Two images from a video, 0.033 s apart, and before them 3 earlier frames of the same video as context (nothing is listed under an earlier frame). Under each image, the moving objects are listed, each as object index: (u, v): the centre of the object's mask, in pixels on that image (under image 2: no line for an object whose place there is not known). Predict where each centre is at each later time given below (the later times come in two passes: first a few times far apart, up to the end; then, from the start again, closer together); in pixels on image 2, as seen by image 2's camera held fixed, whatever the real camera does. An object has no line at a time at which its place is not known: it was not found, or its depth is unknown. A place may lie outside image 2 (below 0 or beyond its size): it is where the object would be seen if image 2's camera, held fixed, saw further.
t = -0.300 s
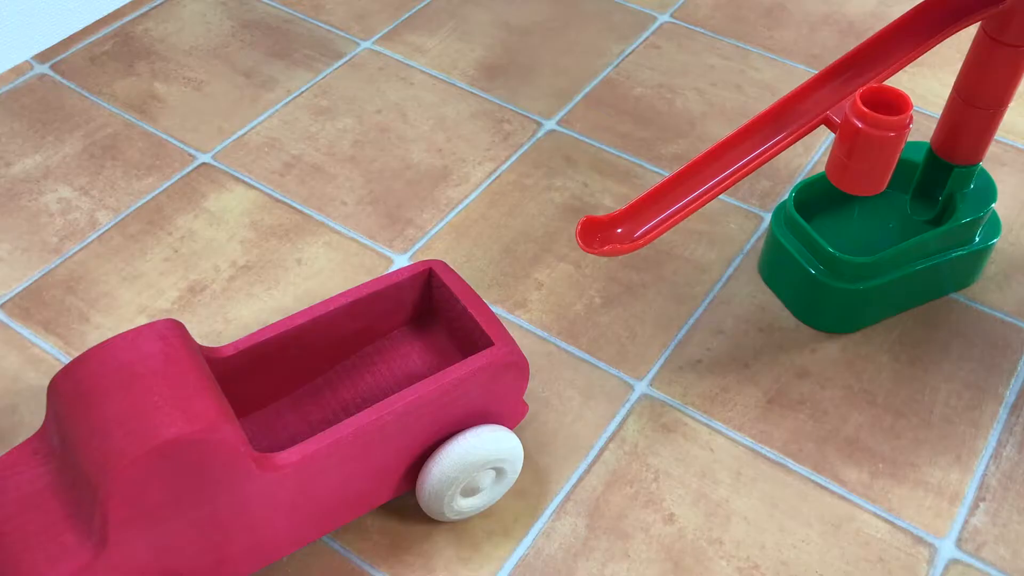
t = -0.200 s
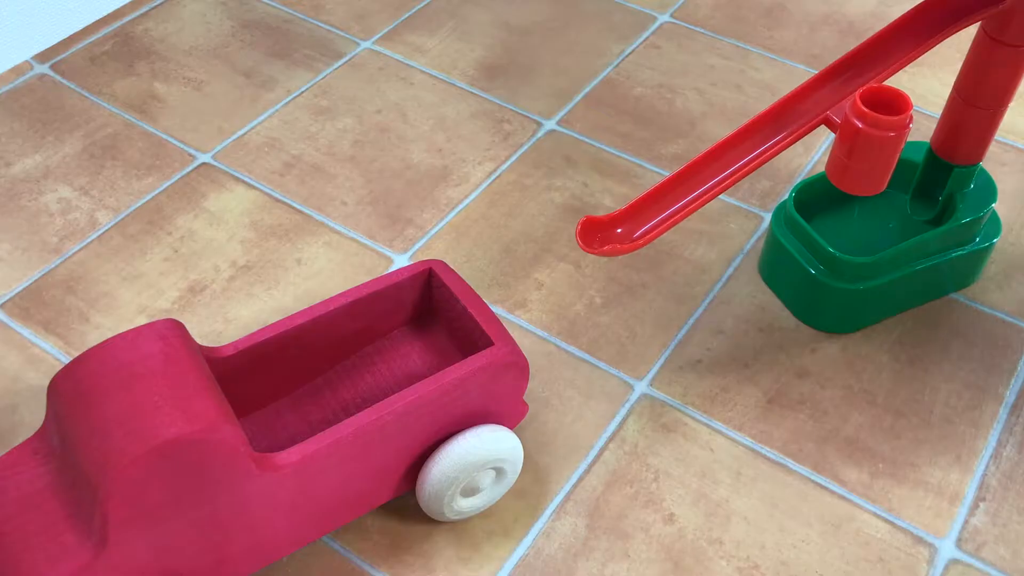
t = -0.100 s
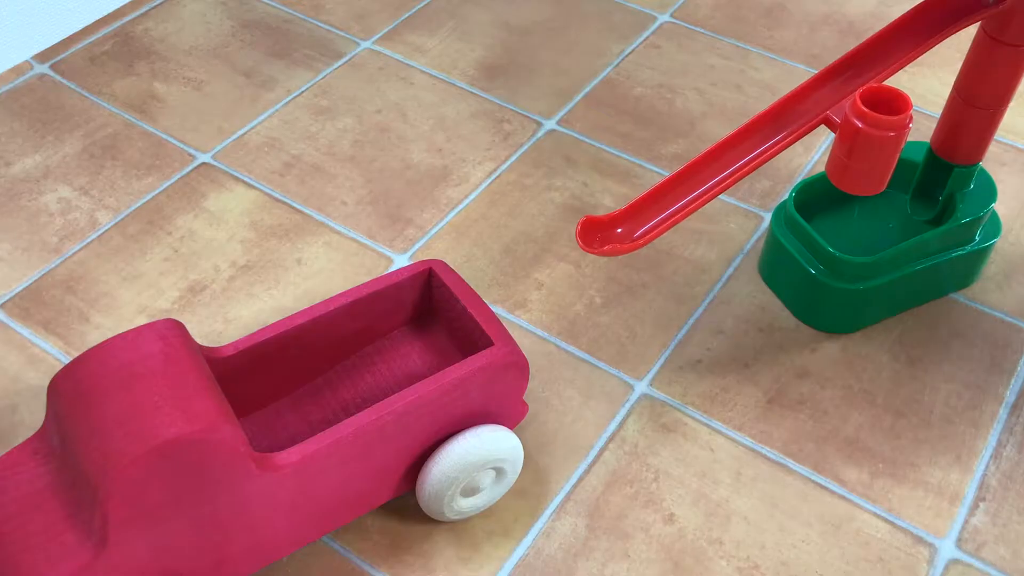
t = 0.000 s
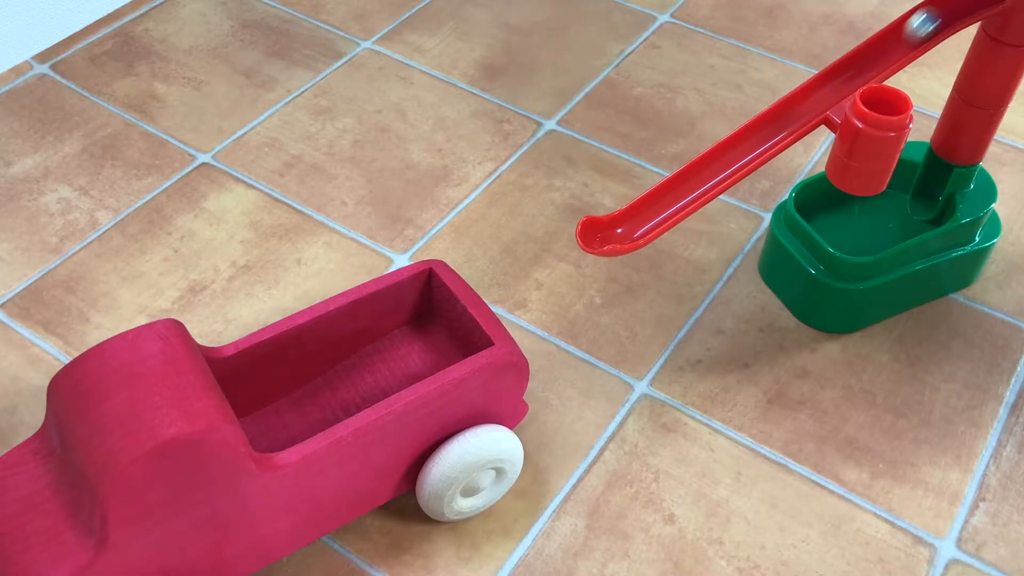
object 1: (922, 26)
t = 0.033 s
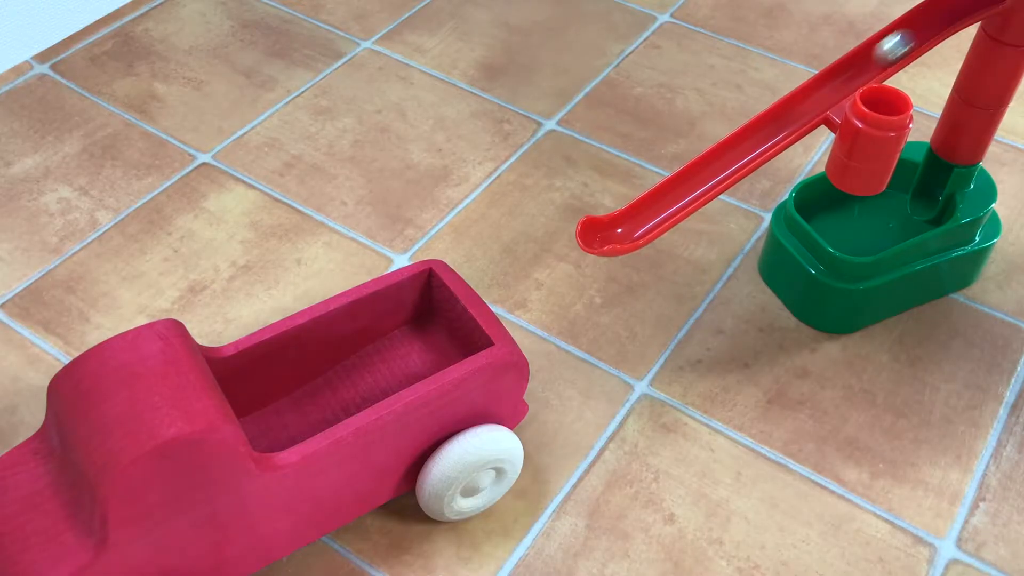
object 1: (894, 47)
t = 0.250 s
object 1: (579, 224)
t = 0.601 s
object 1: (304, 436)
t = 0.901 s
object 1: (261, 430)
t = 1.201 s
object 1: (269, 417)
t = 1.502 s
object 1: (273, 442)
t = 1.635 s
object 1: (270, 450)
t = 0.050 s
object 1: (876, 60)
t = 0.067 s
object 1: (856, 71)
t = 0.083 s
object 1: (834, 87)
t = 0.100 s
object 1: (814, 101)
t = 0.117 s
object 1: (792, 117)
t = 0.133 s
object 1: (767, 134)
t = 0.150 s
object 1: (741, 151)
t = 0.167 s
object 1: (712, 170)
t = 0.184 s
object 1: (682, 190)
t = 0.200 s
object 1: (651, 213)
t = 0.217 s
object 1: (621, 229)
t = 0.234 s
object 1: (595, 233)
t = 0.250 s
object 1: (579, 224)
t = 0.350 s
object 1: (451, 270)
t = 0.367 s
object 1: (429, 295)
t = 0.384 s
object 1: (409, 323)
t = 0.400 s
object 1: (389, 355)
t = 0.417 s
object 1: (368, 389)
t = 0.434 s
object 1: (350, 413)
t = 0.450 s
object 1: (302, 438)
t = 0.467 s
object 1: (278, 447)
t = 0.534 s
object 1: (285, 447)
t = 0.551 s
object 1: (291, 443)
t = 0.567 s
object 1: (295, 441)
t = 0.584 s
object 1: (301, 439)
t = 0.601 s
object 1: (304, 436)
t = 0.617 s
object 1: (305, 434)
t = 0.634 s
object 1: (306, 434)
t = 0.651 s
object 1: (307, 432)
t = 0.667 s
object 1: (308, 431)
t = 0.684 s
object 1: (308, 430)
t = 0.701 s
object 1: (307, 429)
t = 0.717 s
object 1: (305, 429)
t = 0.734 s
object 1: (303, 429)
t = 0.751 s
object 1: (300, 428)
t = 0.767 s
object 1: (297, 428)
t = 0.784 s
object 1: (294, 428)
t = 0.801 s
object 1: (289, 429)
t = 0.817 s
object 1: (285, 429)
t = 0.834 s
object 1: (280, 430)
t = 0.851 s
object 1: (276, 430)
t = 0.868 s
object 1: (271, 430)
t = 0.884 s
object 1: (265, 430)
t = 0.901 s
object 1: (261, 430)
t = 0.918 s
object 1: (257, 429)
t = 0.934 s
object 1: (255, 428)
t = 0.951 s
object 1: (252, 428)
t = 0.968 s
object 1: (250, 427)
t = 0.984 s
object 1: (248, 425)
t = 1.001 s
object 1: (246, 423)
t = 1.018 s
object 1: (246, 422)
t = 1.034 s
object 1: (245, 420)
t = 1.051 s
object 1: (246, 419)
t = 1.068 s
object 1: (247, 419)
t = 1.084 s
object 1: (249, 419)
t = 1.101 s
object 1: (250, 419)
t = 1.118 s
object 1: (252, 419)
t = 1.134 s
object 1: (255, 419)
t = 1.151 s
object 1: (258, 419)
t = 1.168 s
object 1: (261, 418)
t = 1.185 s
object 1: (265, 418)
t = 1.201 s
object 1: (269, 417)
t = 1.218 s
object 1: (272, 417)
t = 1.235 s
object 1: (276, 417)
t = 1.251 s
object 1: (279, 417)
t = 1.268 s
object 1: (281, 417)
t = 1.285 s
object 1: (282, 418)
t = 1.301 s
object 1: (284, 419)
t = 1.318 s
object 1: (285, 421)
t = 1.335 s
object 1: (286, 422)
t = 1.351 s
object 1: (286, 424)
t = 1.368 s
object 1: (286, 426)
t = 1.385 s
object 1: (285, 428)
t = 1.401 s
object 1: (284, 431)
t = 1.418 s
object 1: (283, 433)
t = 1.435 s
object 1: (281, 434)
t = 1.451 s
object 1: (279, 436)
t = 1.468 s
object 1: (277, 438)
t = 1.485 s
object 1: (275, 440)
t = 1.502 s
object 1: (273, 442)
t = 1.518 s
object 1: (272, 443)
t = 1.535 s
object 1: (271, 445)
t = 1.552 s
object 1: (271, 446)
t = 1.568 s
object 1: (270, 448)
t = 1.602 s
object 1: (270, 449)
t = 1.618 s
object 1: (270, 449)
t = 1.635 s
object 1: (270, 450)
